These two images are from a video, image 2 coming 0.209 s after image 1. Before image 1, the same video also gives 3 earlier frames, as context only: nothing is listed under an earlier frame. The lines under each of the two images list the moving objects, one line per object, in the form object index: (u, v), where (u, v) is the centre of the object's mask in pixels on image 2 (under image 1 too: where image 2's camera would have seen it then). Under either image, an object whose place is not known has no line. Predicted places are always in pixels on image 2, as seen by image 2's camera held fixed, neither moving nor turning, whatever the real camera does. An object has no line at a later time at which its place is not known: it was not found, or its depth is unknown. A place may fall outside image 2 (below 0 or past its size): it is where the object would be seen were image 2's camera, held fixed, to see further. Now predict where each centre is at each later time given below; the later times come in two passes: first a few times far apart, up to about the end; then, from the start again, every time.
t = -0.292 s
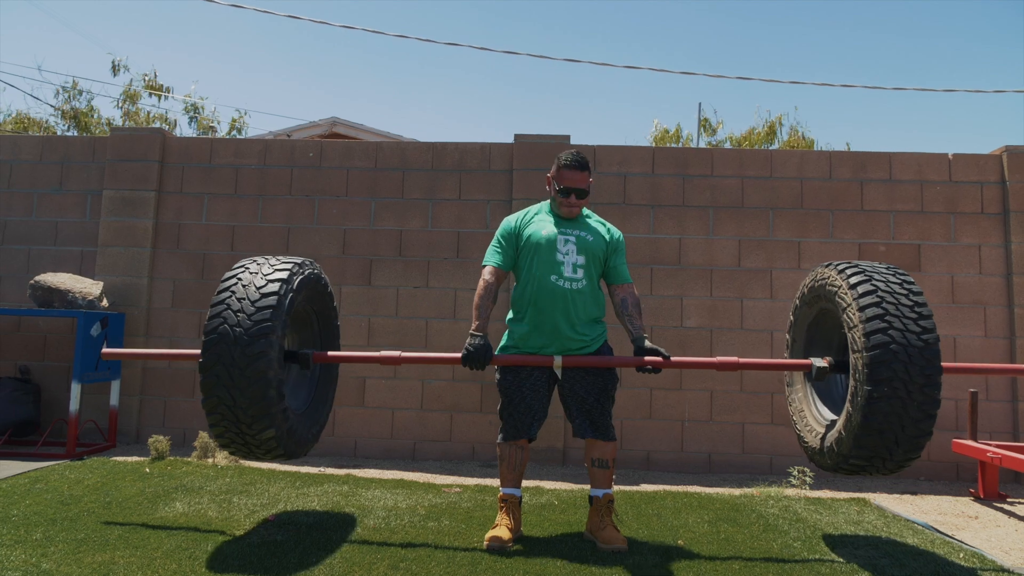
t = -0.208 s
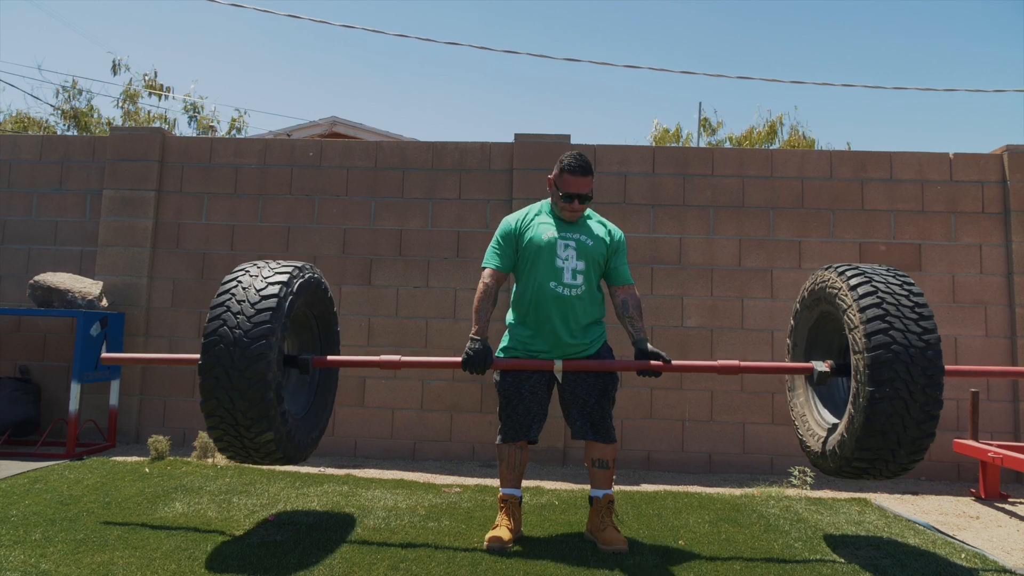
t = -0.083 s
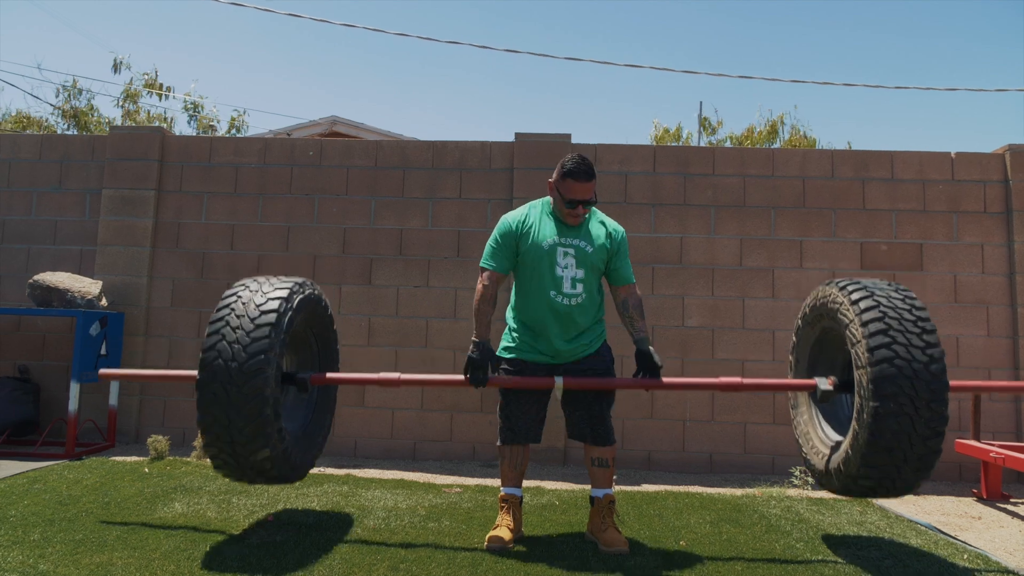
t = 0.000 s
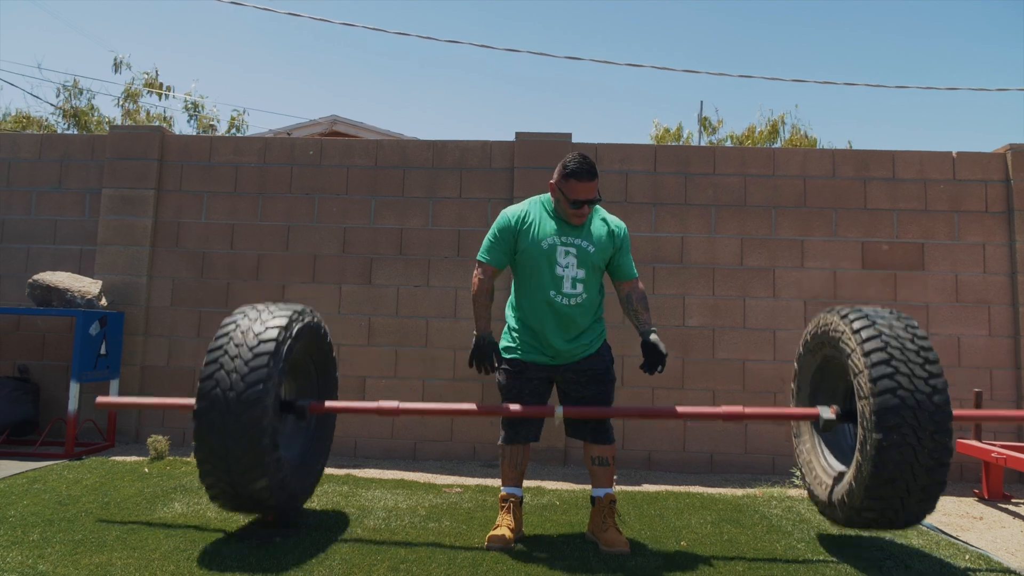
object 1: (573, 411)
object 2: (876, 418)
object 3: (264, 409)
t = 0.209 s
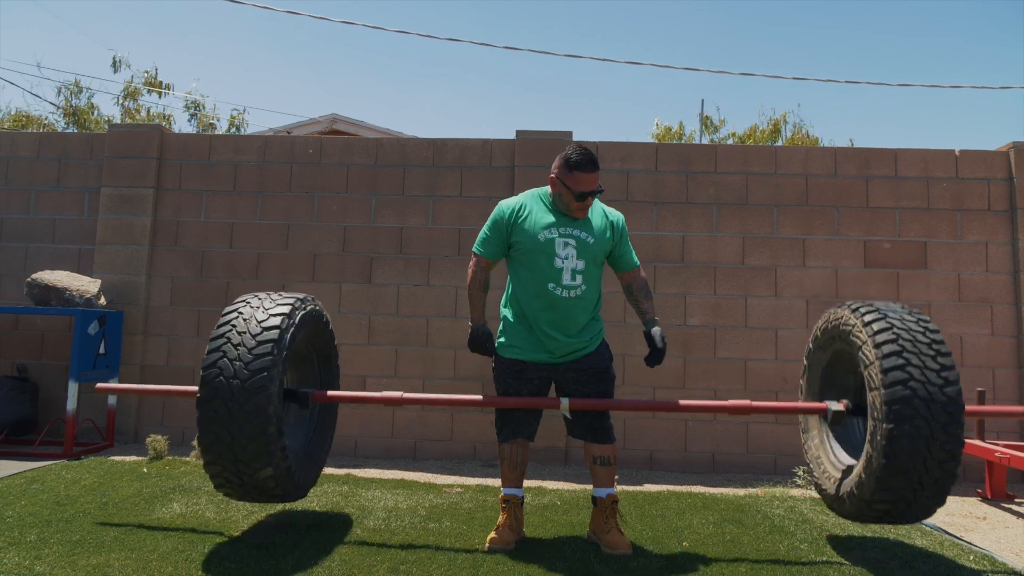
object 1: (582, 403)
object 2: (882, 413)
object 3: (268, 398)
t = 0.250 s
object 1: (588, 396)
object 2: (884, 403)
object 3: (269, 394)
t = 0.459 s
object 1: (586, 425)
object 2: (891, 417)
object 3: (272, 438)
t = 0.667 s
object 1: (596, 418)
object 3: (276, 411)
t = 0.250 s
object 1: (588, 396)
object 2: (884, 403)
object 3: (269, 394)
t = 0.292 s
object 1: (587, 393)
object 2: (885, 397)
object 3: (270, 394)
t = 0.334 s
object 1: (581, 395)
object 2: (886, 395)
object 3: (270, 399)
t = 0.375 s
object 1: (583, 400)
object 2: (888, 398)
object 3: (271, 408)
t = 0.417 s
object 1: (588, 410)
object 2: (889, 405)
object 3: (272, 421)
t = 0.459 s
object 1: (586, 425)
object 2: (891, 417)
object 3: (272, 438)
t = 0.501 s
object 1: (594, 431)
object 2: (893, 433)
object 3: (273, 433)
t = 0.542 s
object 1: (593, 435)
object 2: (895, 456)
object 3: (275, 422)
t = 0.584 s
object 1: (590, 434)
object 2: (897, 459)
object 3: (276, 414)
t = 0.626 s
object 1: (596, 424)
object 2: (897, 444)
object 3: (277, 411)
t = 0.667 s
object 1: (596, 418)
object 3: (276, 411)
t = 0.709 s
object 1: (594, 416)
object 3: (276, 416)
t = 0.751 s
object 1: (597, 419)
